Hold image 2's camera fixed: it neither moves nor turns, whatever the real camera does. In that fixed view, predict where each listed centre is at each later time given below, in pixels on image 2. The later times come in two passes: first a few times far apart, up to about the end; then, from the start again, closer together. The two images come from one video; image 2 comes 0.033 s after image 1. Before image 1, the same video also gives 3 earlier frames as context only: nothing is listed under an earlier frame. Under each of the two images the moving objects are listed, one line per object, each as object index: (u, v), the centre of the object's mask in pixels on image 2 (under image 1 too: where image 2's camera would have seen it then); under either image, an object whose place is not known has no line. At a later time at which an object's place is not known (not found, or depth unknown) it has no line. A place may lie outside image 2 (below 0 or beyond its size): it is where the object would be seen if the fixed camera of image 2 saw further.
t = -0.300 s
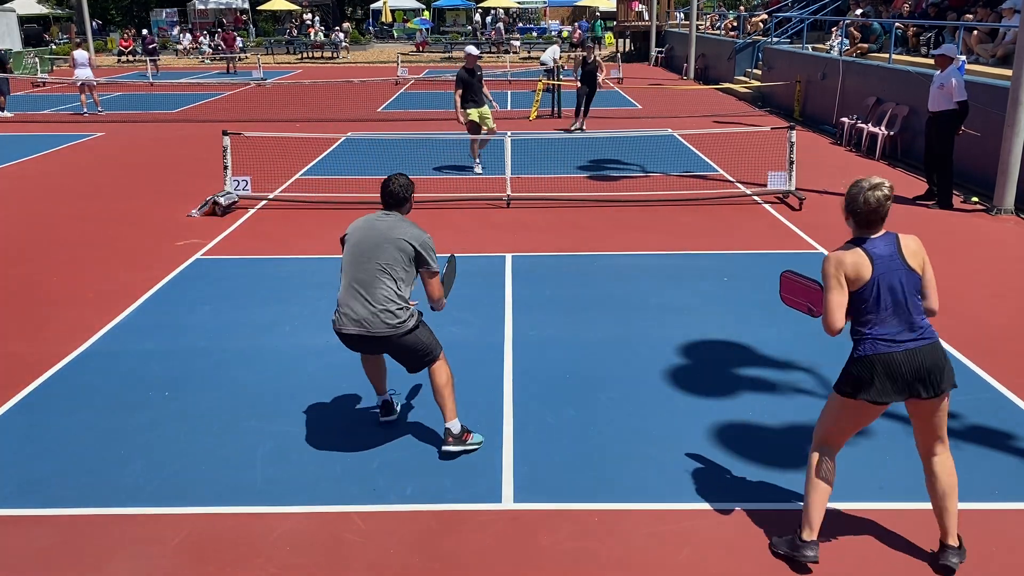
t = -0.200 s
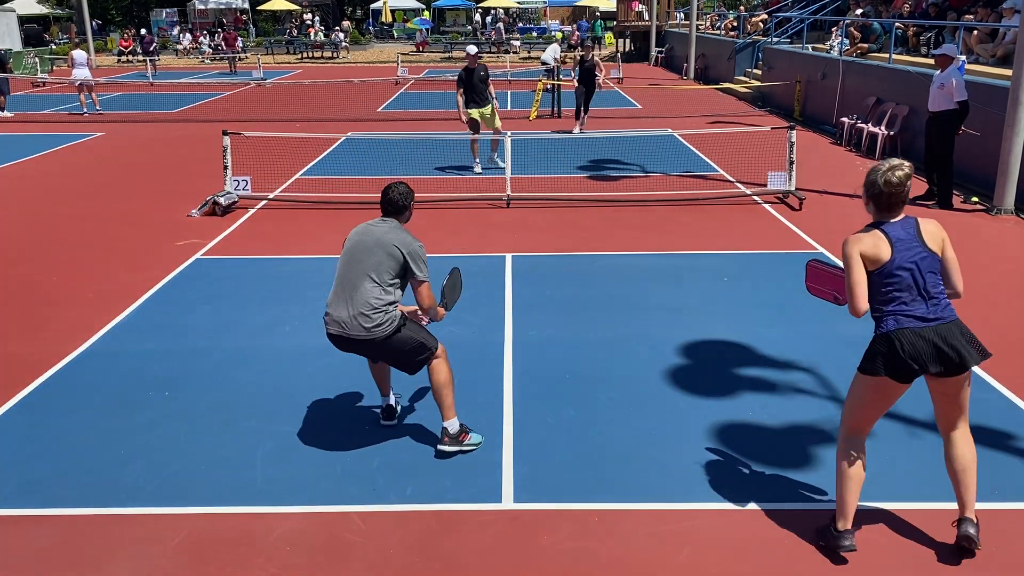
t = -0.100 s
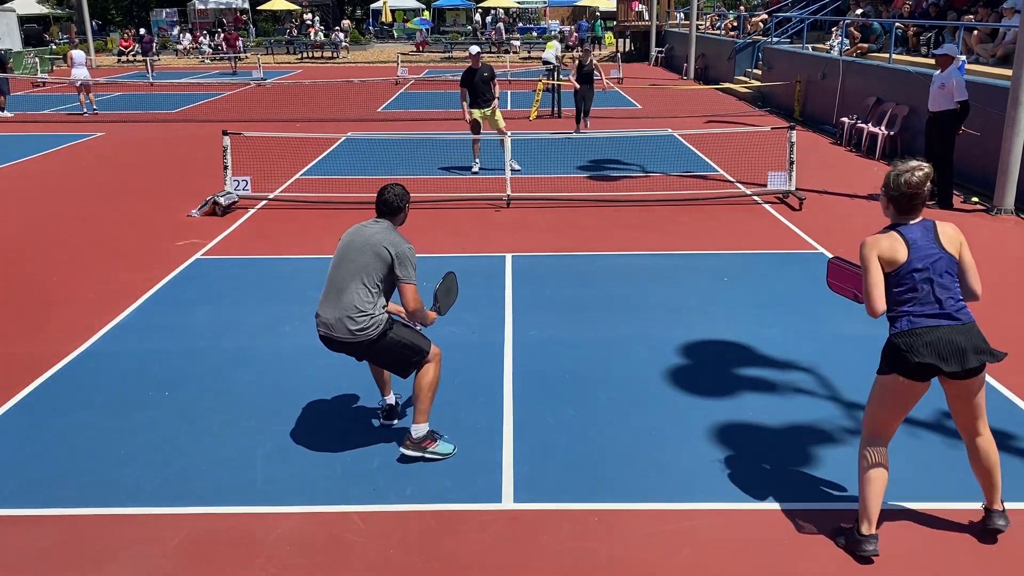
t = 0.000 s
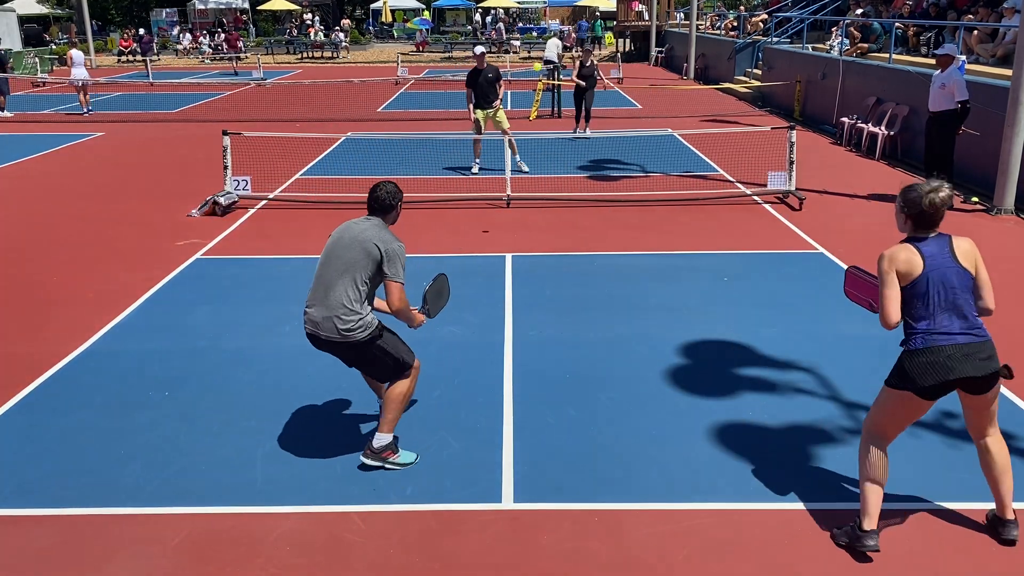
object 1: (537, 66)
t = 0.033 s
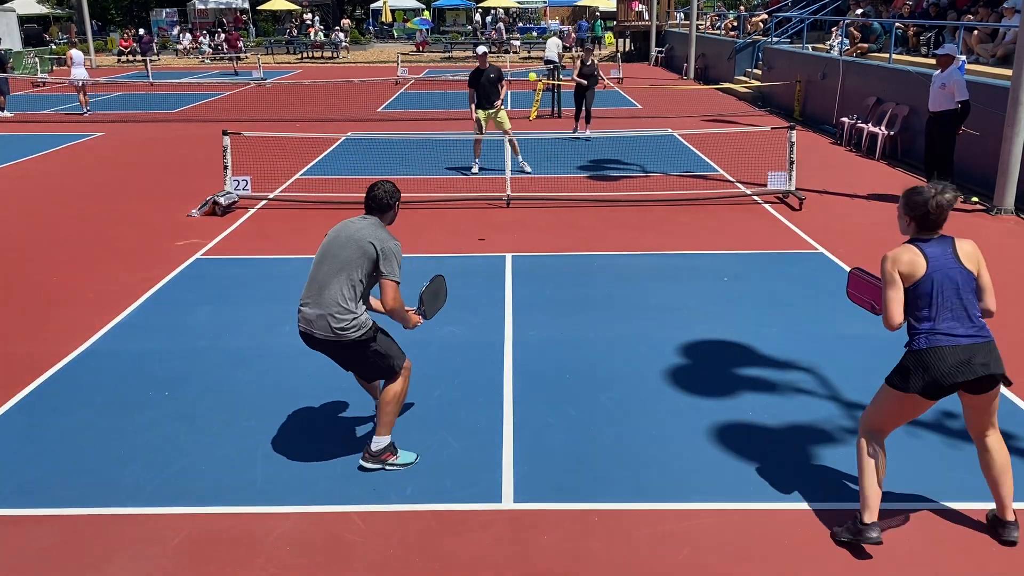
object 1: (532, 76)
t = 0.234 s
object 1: (492, 173)
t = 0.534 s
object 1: (397, 389)
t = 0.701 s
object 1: (332, 381)
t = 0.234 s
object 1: (492, 173)
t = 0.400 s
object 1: (443, 321)
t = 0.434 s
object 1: (431, 361)
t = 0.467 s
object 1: (418, 404)
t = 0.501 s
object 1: (408, 395)
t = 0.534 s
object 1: (397, 389)
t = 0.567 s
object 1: (385, 383)
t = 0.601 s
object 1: (373, 380)
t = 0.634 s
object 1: (360, 378)
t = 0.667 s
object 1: (346, 379)
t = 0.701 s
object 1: (332, 381)
